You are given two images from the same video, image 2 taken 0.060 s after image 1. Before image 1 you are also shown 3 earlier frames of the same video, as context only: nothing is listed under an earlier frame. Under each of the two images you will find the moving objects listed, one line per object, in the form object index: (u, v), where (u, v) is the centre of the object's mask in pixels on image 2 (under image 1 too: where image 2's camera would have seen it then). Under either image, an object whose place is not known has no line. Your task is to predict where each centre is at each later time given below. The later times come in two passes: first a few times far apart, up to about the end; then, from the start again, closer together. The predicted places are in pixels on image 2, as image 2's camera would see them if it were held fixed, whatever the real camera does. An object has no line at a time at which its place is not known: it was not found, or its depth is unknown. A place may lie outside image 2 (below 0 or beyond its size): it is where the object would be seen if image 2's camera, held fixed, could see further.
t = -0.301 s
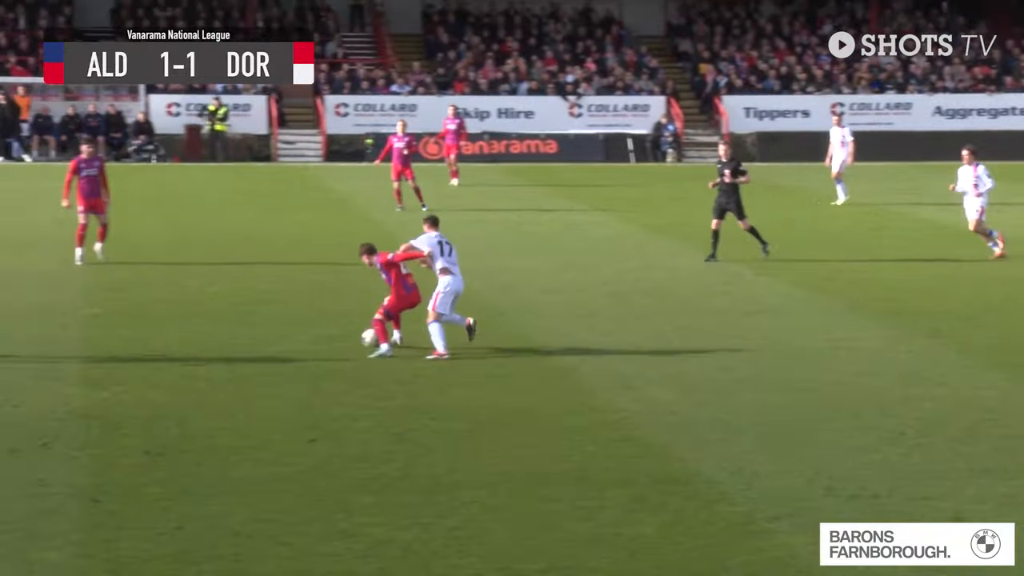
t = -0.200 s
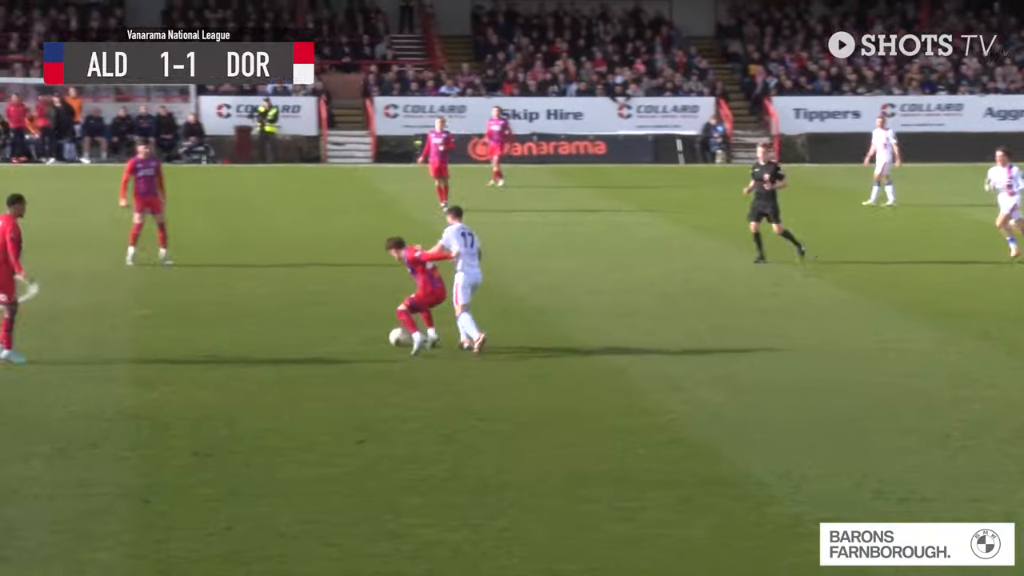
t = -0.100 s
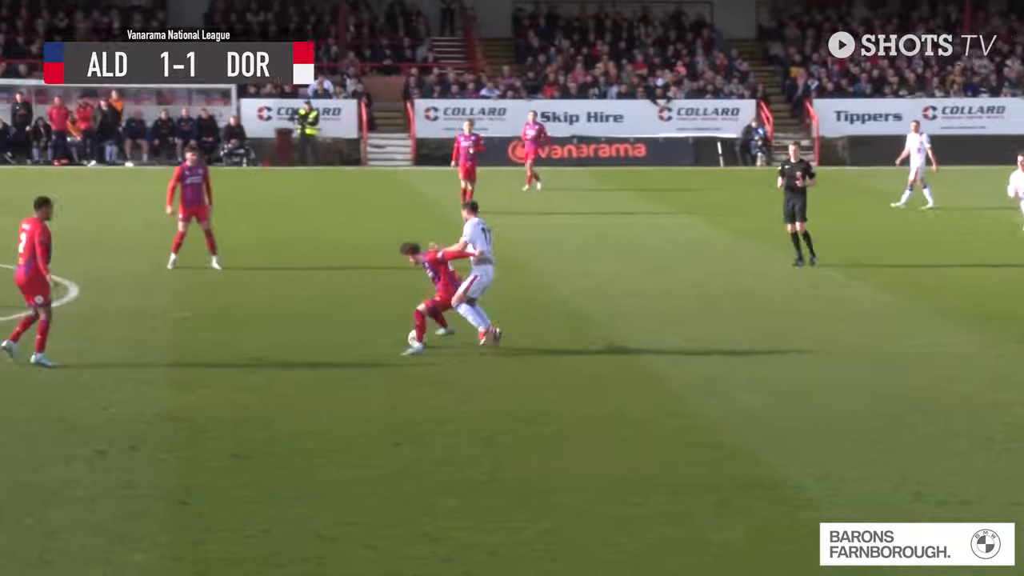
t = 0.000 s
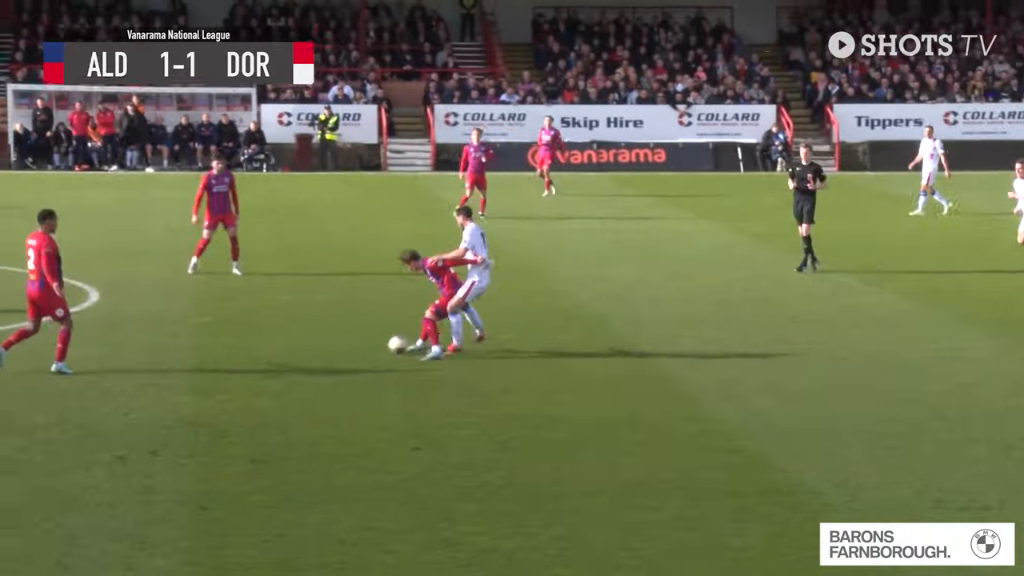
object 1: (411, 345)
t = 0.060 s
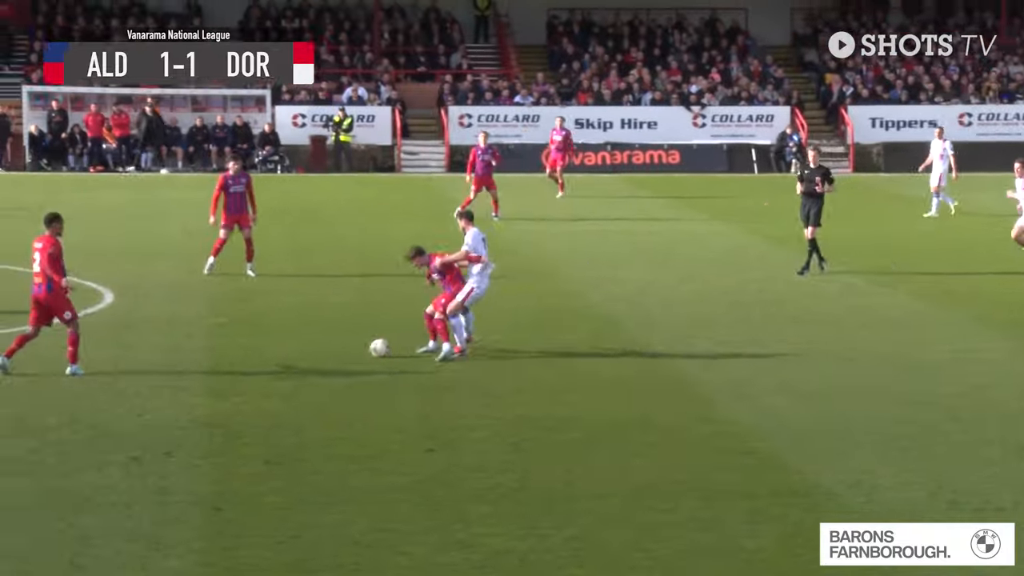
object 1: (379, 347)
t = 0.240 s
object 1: (291, 352)
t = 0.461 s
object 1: (196, 357)
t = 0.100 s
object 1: (359, 348)
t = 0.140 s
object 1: (338, 349)
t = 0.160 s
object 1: (328, 350)
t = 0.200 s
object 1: (310, 351)
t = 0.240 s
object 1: (291, 352)
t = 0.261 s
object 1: (282, 352)
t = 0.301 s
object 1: (263, 355)
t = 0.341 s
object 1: (247, 355)
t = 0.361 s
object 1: (239, 355)
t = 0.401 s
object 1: (222, 357)
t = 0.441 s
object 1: (205, 358)
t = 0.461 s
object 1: (196, 357)
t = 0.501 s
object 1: (179, 358)
